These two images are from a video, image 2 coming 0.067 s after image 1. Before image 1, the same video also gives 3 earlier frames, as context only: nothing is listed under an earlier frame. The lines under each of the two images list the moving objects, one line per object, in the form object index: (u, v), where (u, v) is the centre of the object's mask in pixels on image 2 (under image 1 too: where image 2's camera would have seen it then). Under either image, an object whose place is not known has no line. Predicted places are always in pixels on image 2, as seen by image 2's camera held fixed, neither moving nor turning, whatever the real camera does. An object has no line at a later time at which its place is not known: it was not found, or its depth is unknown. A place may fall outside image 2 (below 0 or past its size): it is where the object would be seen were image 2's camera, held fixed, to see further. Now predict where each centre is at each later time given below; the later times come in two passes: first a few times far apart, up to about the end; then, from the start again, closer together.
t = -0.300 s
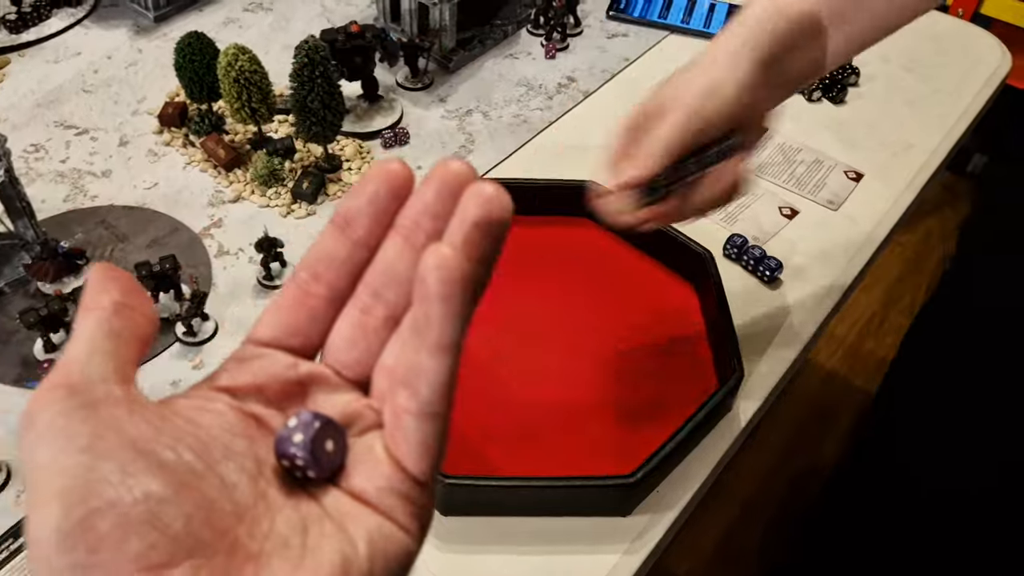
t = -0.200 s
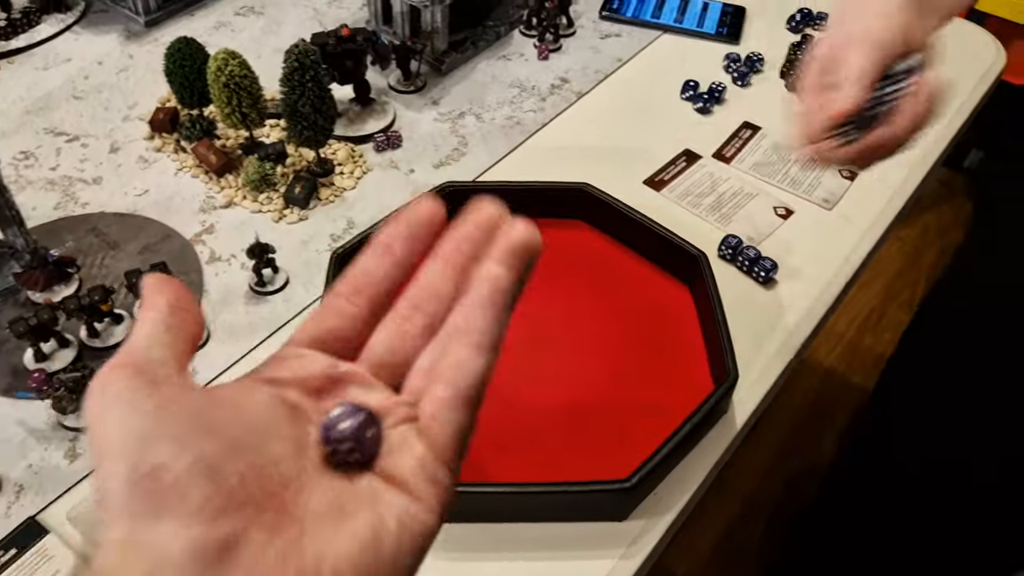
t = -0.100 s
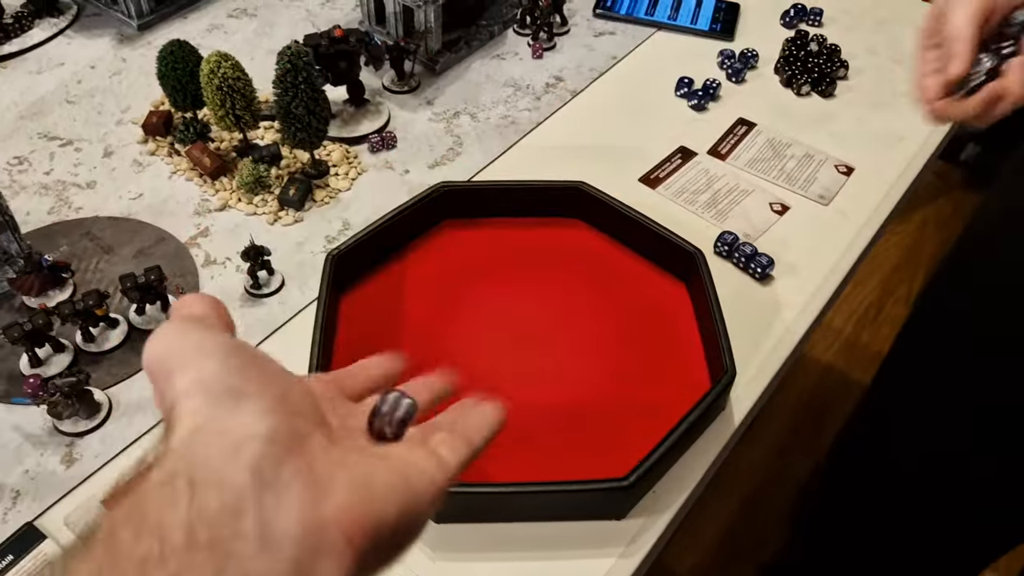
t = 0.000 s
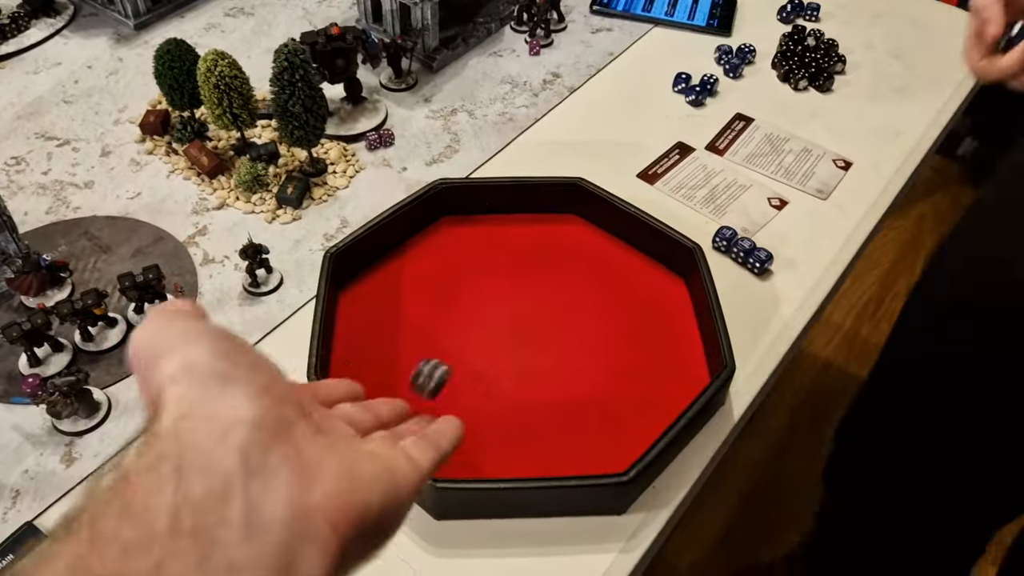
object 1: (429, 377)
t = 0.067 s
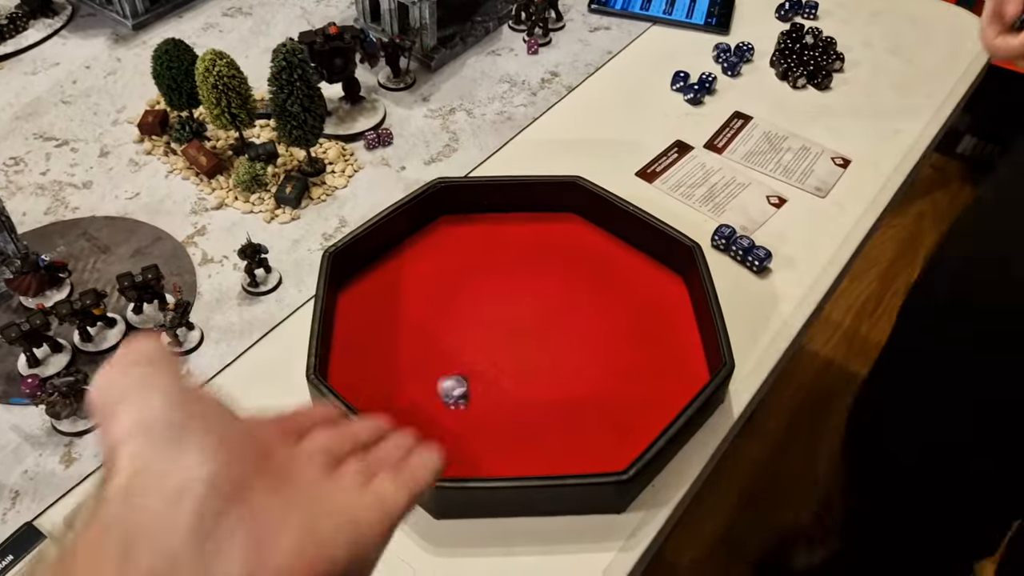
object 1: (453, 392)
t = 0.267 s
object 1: (482, 288)
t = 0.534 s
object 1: (466, 228)
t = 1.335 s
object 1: (466, 247)
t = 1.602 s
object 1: (466, 247)
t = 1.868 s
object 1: (466, 247)
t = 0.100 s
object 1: (465, 410)
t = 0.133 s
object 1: (469, 380)
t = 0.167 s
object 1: (473, 339)
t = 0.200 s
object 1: (476, 312)
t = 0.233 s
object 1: (479, 294)
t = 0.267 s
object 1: (482, 288)
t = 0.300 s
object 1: (483, 266)
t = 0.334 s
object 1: (486, 246)
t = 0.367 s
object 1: (485, 228)
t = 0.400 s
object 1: (482, 211)
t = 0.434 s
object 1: (479, 217)
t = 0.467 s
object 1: (473, 220)
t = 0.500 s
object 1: (468, 224)
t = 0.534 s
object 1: (466, 228)
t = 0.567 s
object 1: (465, 232)
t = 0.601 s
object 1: (464, 237)
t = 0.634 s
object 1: (463, 240)
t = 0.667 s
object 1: (463, 245)
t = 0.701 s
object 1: (466, 248)
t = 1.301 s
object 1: (466, 247)
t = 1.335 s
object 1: (466, 247)
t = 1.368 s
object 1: (466, 247)
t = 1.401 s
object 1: (466, 247)
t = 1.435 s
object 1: (466, 247)
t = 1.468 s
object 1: (466, 247)
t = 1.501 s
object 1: (466, 247)
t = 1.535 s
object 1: (466, 247)
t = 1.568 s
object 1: (466, 247)
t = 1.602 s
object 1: (466, 247)
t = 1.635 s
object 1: (466, 248)
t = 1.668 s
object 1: (466, 248)
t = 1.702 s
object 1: (466, 248)
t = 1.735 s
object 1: (466, 248)
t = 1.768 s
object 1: (466, 248)
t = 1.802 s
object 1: (466, 248)
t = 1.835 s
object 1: (466, 247)
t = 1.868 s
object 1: (466, 247)
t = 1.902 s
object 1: (466, 247)
